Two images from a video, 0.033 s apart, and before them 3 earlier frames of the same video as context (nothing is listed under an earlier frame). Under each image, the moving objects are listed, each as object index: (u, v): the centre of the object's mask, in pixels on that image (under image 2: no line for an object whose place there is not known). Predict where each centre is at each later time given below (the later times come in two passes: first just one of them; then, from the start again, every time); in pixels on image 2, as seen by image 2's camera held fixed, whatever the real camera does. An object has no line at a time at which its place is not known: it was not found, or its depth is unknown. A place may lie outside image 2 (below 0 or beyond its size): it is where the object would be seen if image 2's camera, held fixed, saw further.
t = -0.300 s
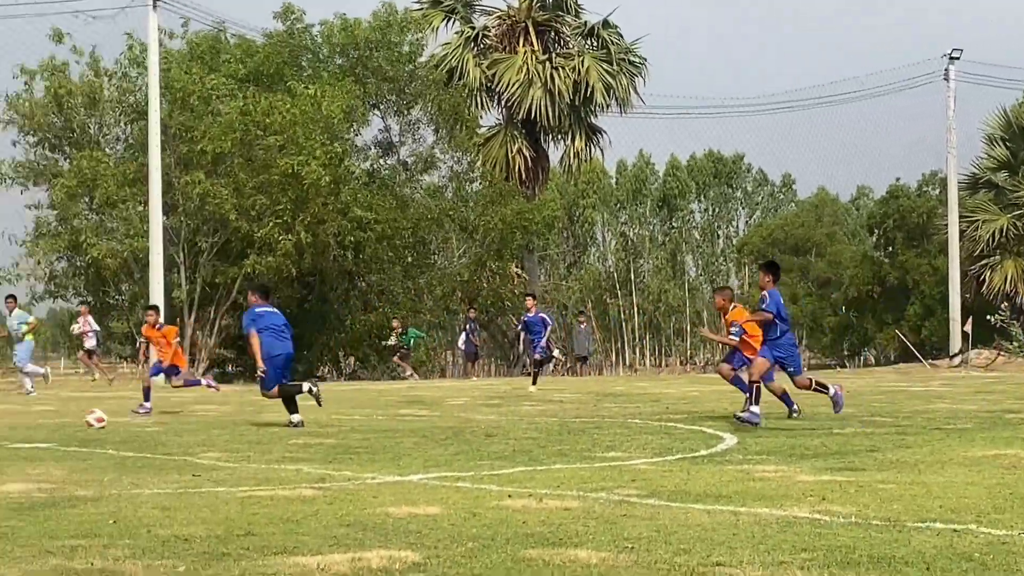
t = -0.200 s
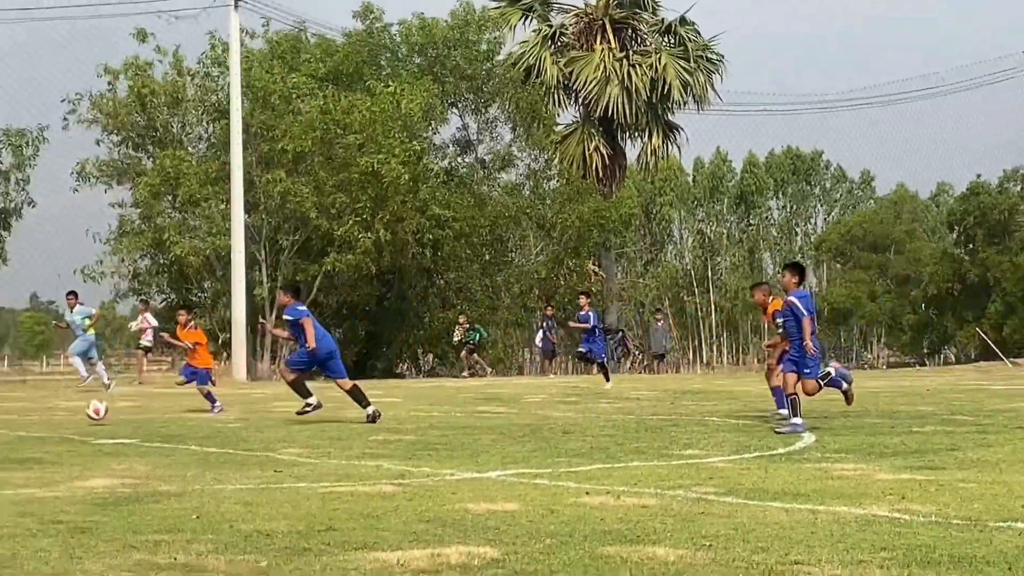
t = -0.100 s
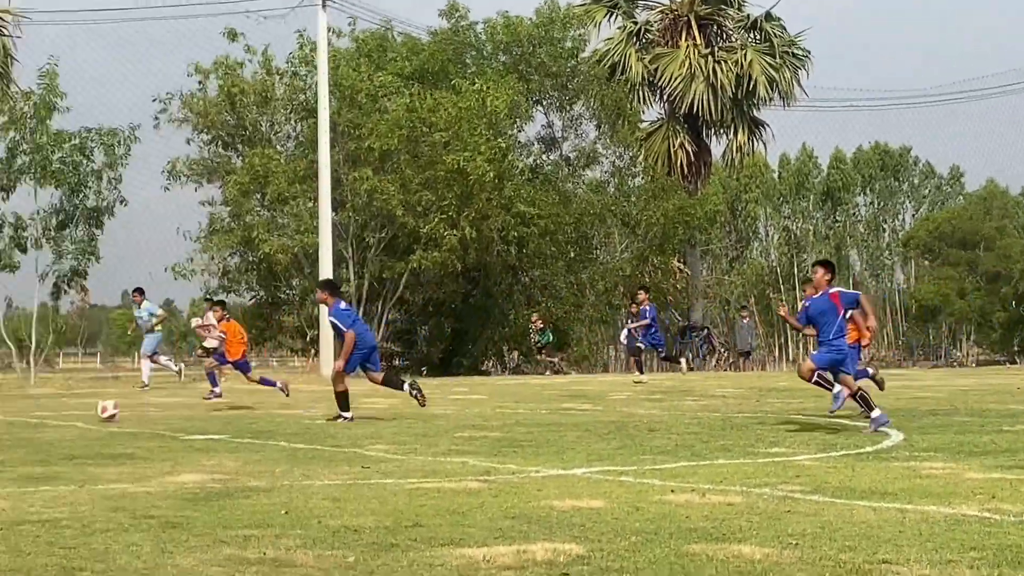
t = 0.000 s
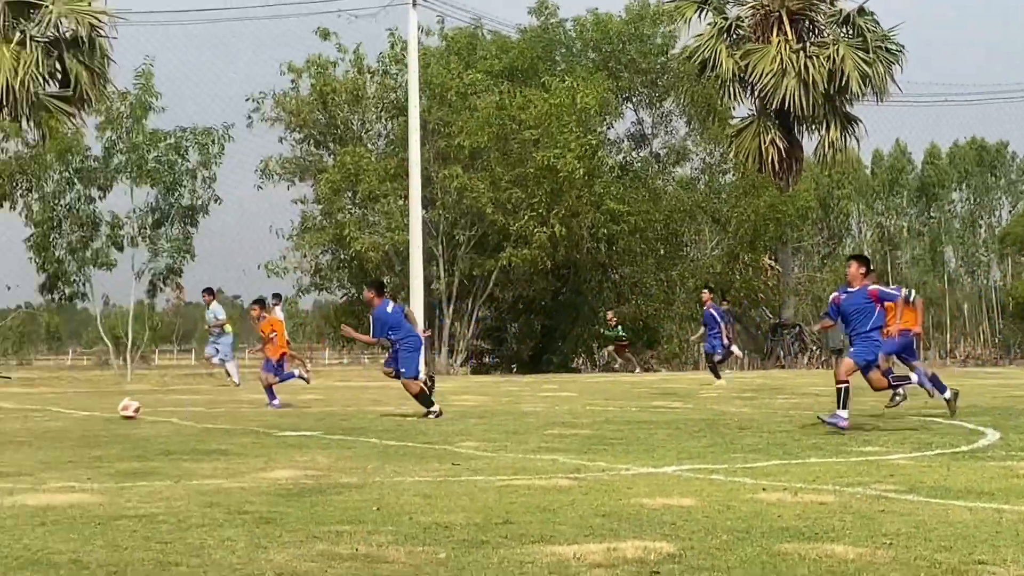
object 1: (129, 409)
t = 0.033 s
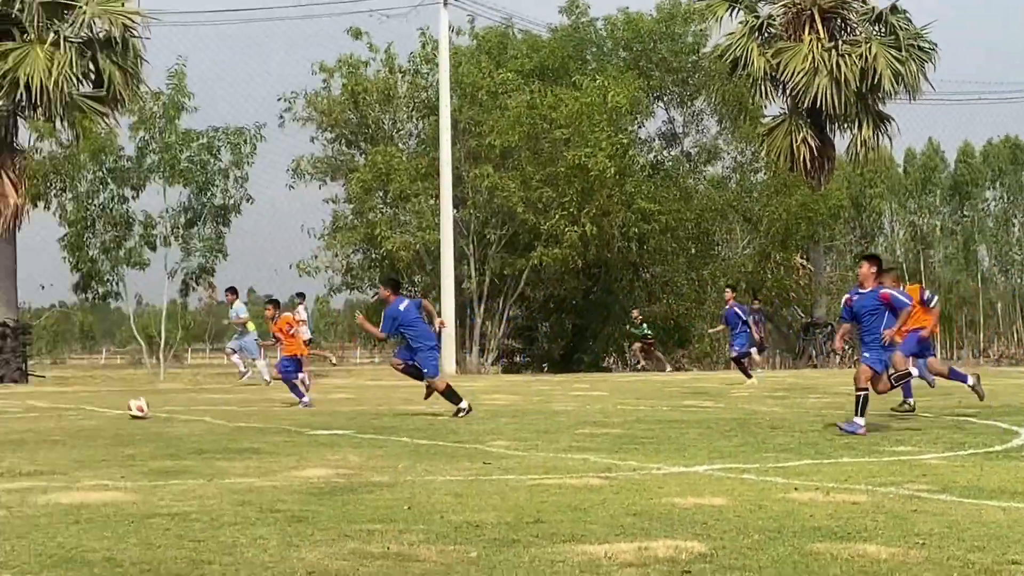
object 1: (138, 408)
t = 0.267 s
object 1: (-20, 412)
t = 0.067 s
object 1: (115, 410)
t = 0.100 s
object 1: (93, 408)
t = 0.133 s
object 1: (70, 407)
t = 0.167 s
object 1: (47, 408)
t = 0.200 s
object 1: (26, 410)
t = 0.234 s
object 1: (2, 412)
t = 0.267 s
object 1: (-20, 412)
